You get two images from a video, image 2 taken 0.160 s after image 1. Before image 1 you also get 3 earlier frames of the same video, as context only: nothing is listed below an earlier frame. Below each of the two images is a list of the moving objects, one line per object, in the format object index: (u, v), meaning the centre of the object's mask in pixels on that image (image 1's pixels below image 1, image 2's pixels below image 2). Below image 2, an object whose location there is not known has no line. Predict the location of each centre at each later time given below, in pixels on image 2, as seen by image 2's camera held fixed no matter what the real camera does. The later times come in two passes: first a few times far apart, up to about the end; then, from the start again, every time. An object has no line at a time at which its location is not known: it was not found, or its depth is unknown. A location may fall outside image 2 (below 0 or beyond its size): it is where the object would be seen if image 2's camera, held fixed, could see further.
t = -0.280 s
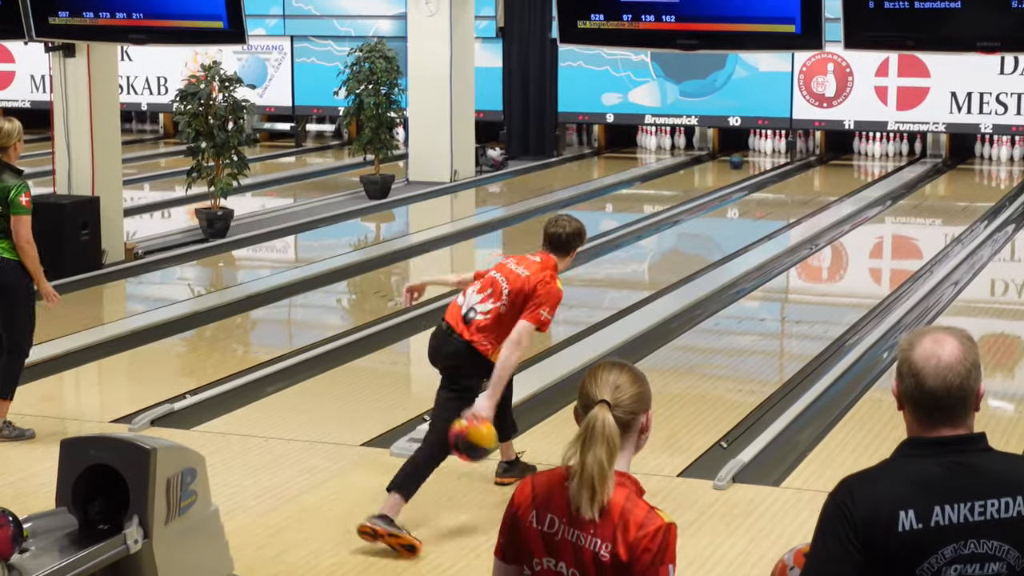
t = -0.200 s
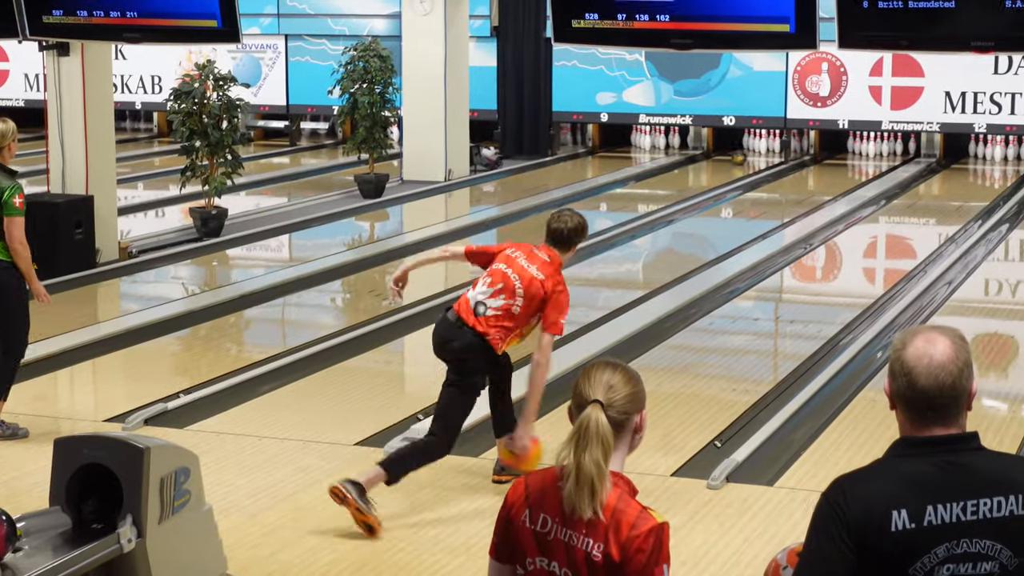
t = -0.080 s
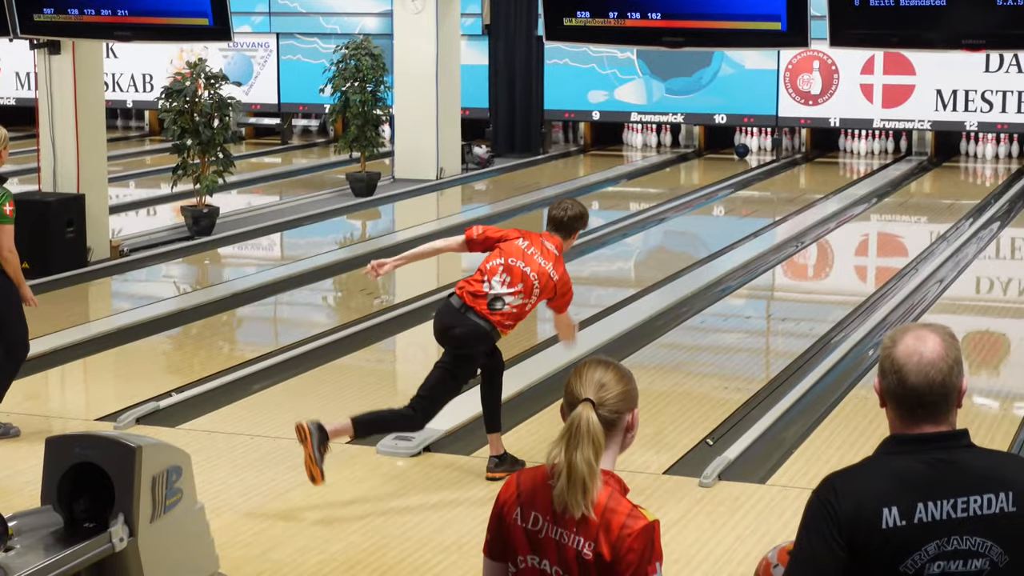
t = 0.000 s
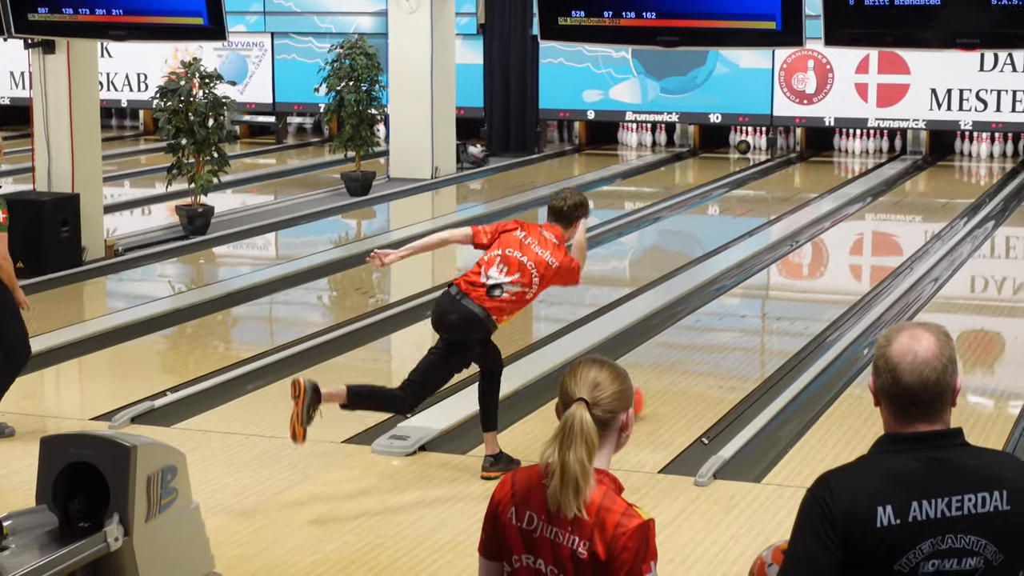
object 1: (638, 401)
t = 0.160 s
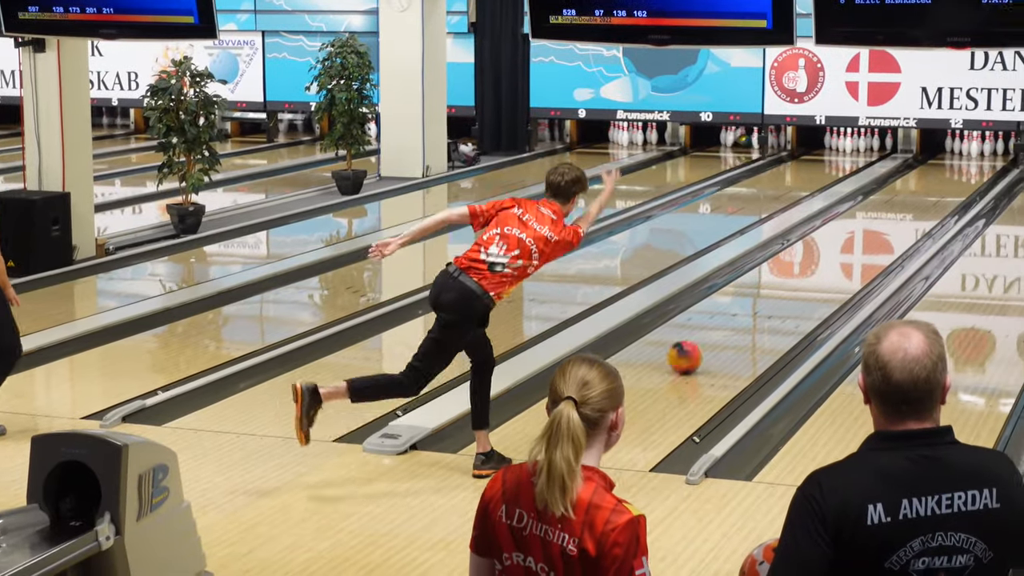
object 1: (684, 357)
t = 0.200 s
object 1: (699, 348)
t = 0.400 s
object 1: (763, 307)
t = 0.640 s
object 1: (823, 270)
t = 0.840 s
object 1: (862, 244)
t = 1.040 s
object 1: (894, 223)
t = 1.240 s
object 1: (921, 205)
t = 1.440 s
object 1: (943, 189)
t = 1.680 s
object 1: (962, 174)
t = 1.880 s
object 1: (971, 164)
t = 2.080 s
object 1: (975, 154)
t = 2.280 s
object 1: (975, 147)
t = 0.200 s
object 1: (699, 348)
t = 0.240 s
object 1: (713, 339)
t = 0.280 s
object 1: (727, 330)
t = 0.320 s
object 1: (739, 322)
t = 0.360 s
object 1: (752, 314)
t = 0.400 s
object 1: (763, 307)
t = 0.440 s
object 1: (774, 300)
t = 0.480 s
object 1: (784, 294)
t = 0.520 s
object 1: (795, 287)
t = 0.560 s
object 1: (804, 282)
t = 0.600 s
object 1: (813, 275)
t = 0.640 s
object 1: (823, 270)
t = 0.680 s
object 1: (831, 264)
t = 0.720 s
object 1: (840, 259)
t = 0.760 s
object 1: (847, 254)
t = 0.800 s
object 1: (854, 249)
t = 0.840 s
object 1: (862, 244)
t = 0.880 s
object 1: (869, 240)
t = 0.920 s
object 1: (876, 235)
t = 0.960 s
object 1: (882, 231)
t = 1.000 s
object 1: (888, 227)
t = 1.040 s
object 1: (894, 223)
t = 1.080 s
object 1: (900, 219)
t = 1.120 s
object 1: (905, 215)
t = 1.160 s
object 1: (911, 212)
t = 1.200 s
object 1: (916, 208)
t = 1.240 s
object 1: (921, 205)
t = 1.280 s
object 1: (926, 202)
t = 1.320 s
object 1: (931, 199)
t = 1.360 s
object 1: (934, 195)
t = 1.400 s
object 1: (939, 193)
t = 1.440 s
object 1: (943, 189)
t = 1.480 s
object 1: (946, 188)
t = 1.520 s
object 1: (950, 184)
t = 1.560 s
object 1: (954, 181)
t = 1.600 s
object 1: (956, 179)
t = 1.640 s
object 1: (959, 176)
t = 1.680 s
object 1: (962, 174)
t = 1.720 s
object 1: (964, 172)
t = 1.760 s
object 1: (966, 170)
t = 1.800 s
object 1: (968, 168)
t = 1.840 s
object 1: (969, 165)
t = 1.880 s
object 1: (971, 164)
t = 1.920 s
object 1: (972, 162)
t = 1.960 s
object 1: (973, 160)
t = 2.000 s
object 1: (974, 158)
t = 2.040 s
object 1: (975, 156)
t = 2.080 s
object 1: (975, 154)
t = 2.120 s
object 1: (976, 153)
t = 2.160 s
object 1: (976, 152)
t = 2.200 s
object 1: (976, 149)
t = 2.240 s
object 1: (977, 150)
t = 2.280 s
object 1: (975, 147)
